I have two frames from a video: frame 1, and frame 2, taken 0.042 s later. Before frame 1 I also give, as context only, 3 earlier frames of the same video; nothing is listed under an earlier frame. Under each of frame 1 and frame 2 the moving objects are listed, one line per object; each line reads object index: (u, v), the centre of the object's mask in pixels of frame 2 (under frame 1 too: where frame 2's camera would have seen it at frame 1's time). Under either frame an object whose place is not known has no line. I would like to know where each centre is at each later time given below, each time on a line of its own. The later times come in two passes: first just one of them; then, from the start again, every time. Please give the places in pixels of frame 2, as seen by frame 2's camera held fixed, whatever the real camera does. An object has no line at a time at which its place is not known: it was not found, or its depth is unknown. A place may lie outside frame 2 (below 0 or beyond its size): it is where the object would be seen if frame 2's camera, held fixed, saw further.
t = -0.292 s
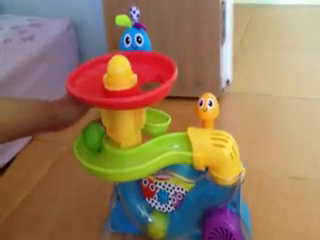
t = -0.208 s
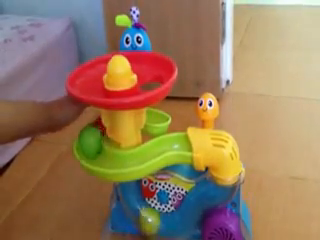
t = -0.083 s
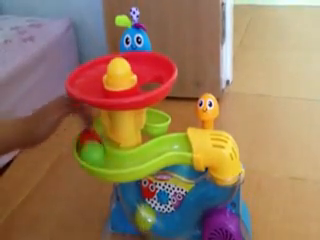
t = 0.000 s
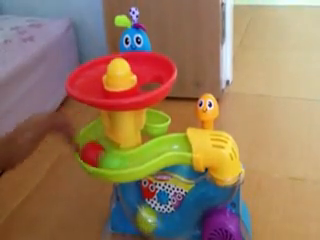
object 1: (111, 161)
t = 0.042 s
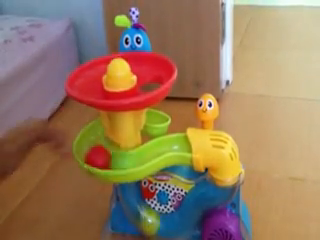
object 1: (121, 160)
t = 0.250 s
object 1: (169, 144)
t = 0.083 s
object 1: (134, 158)
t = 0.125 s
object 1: (145, 153)
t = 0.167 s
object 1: (153, 150)
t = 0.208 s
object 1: (160, 146)
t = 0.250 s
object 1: (169, 144)
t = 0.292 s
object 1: (180, 144)
